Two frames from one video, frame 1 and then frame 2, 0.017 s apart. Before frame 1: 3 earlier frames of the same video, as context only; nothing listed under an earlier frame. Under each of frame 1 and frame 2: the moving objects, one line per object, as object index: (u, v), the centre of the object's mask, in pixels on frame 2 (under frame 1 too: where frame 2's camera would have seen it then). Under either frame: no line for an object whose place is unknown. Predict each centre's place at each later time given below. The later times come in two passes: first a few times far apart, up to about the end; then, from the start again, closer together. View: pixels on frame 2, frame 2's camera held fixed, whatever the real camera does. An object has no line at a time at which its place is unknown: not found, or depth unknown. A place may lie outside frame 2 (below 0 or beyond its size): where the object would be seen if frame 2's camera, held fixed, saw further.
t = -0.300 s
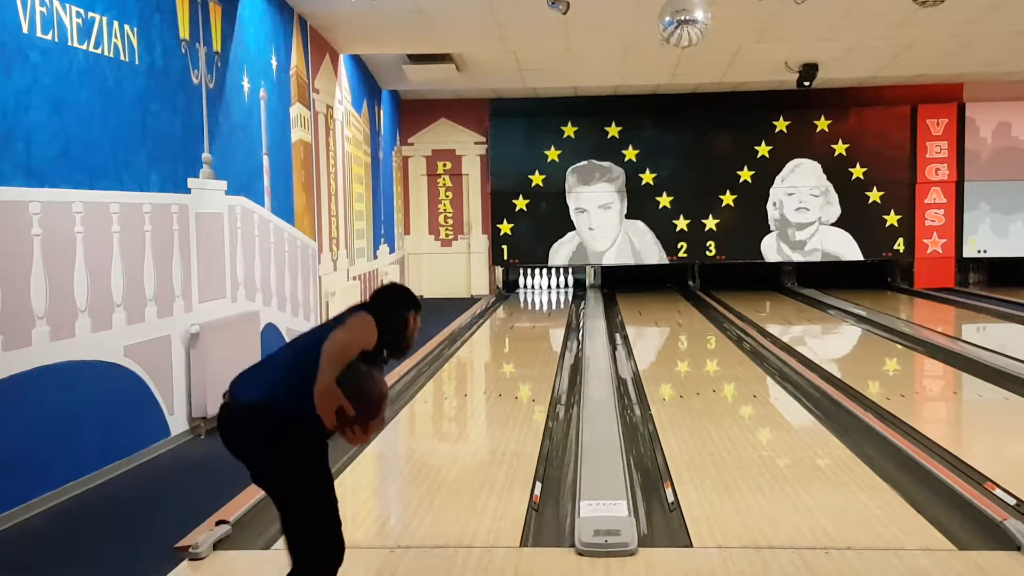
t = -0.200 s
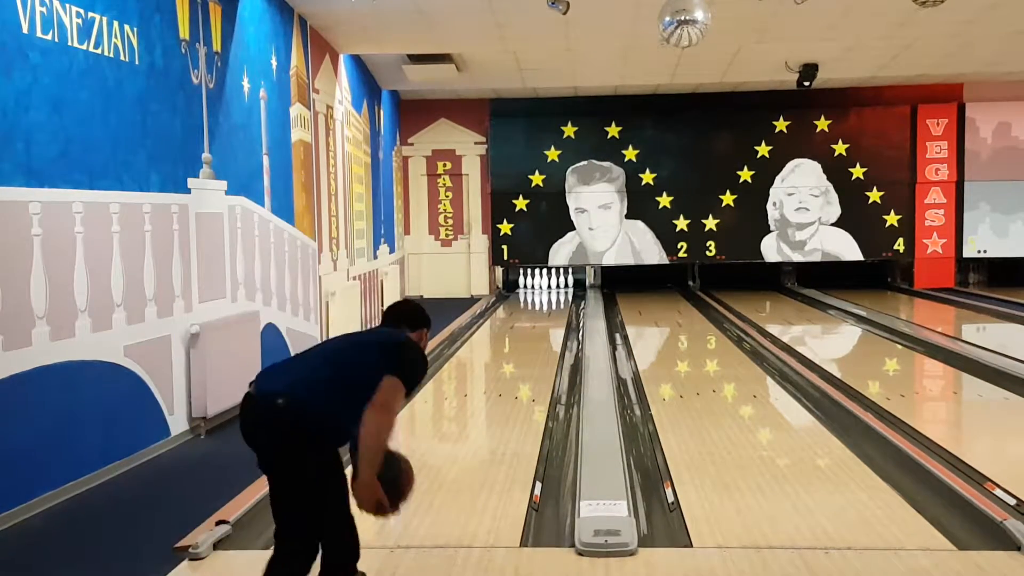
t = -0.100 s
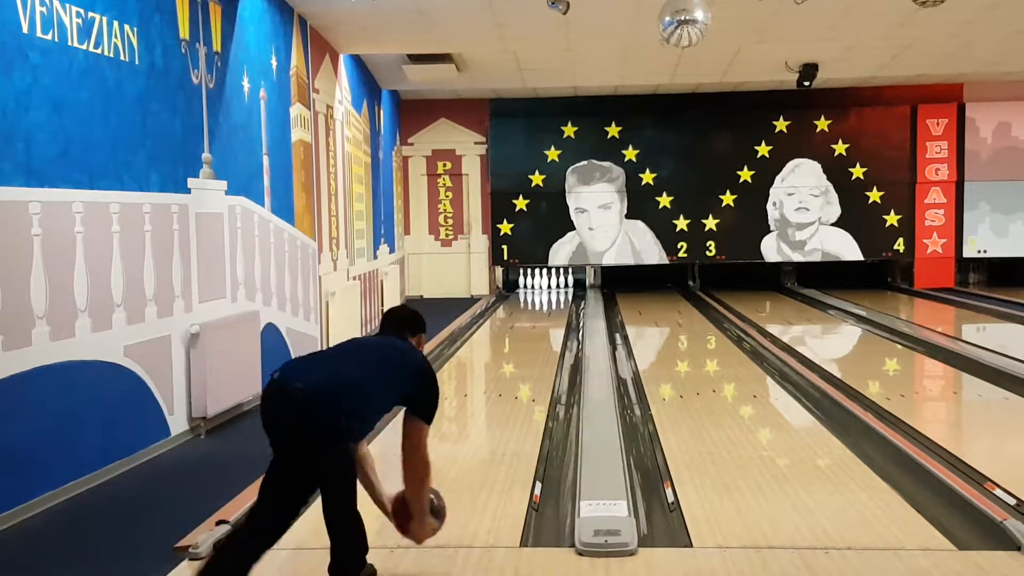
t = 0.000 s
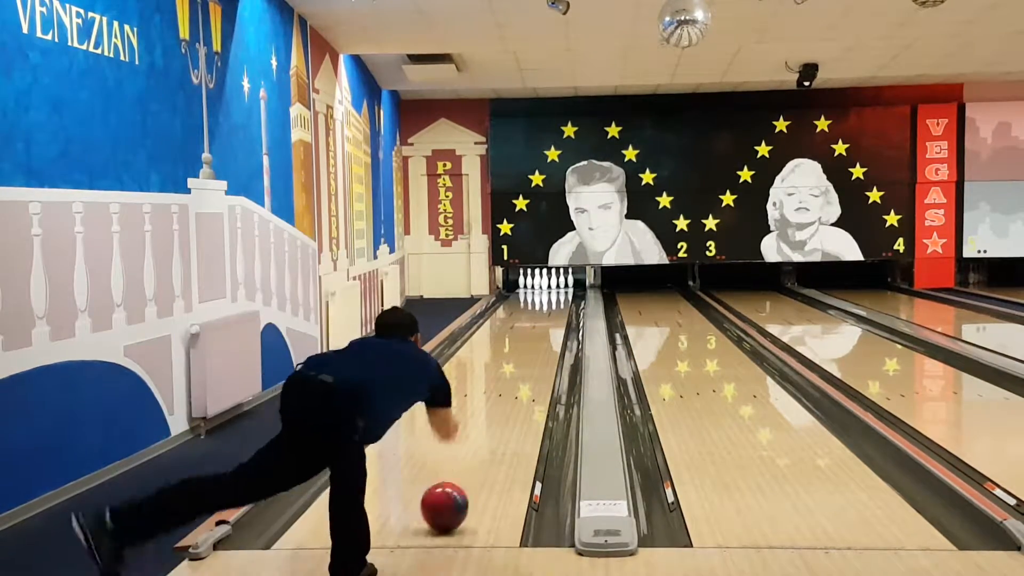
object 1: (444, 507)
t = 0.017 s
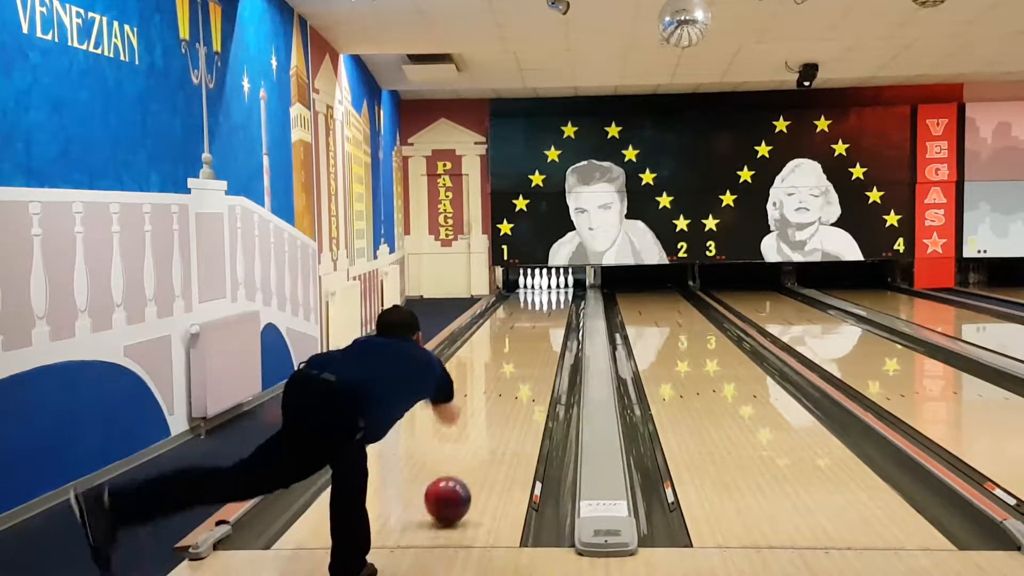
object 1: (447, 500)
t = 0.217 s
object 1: (478, 444)
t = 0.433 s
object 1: (500, 403)
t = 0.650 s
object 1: (516, 375)
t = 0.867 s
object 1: (525, 354)
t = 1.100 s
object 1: (532, 337)
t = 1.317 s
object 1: (538, 325)
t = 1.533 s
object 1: (543, 314)
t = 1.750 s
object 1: (546, 305)
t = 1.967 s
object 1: (548, 299)
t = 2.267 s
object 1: (548, 291)
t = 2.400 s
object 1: (546, 288)
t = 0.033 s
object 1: (451, 493)
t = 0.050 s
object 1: (454, 486)
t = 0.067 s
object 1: (456, 482)
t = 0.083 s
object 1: (459, 477)
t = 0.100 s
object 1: (462, 473)
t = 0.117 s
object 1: (465, 469)
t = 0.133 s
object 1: (467, 465)
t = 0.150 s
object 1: (470, 460)
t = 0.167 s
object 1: (472, 456)
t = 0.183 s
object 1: (474, 452)
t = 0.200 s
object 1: (476, 447)
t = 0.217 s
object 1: (478, 444)
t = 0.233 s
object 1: (480, 440)
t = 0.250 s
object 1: (482, 436)
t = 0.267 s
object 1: (484, 433)
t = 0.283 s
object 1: (486, 429)
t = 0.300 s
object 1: (488, 426)
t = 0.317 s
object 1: (489, 423)
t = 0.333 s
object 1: (491, 420)
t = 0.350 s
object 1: (493, 417)
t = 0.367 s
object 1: (494, 414)
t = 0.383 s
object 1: (496, 411)
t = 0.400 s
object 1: (497, 408)
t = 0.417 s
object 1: (498, 406)
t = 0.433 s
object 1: (500, 403)
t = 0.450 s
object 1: (501, 400)
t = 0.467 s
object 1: (502, 398)
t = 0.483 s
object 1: (504, 396)
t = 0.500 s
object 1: (505, 393)
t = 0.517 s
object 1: (506, 391)
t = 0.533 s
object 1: (507, 389)
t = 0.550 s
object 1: (508, 387)
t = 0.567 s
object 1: (508, 387)
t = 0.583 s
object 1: (508, 386)
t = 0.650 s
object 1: (516, 375)
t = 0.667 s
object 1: (515, 373)
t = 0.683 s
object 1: (516, 371)
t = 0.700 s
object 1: (517, 369)
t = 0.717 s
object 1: (518, 368)
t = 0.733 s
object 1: (519, 366)
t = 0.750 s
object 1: (519, 364)
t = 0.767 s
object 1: (520, 363)
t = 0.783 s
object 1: (521, 361)
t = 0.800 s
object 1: (522, 360)
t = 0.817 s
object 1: (523, 358)
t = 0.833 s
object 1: (523, 357)
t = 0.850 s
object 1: (524, 355)
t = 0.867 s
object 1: (525, 354)
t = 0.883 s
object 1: (526, 352)
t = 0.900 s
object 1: (526, 351)
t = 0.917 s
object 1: (527, 350)
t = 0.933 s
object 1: (527, 348)
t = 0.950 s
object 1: (528, 347)
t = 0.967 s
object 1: (529, 346)
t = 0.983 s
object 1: (529, 345)
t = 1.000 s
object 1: (530, 344)
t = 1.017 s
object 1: (530, 342)
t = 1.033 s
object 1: (531, 341)
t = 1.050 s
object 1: (531, 340)
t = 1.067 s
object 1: (532, 339)
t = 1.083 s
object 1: (532, 338)
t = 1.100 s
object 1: (532, 337)
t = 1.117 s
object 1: (533, 336)
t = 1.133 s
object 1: (533, 335)
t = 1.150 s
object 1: (534, 334)
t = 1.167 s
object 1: (535, 333)
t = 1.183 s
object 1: (535, 332)
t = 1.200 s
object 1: (535, 331)
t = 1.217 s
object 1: (536, 330)
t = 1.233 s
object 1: (536, 329)
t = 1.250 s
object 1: (536, 328)
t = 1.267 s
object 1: (537, 327)
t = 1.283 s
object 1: (537, 326)
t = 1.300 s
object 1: (538, 325)
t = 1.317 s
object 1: (538, 325)
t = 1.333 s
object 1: (539, 324)
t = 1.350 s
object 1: (539, 323)
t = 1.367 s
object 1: (539, 322)
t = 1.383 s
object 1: (540, 321)
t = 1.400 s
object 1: (541, 320)
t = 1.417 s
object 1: (541, 319)
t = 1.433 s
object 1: (541, 319)
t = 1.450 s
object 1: (541, 318)
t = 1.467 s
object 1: (542, 317)
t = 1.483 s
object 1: (542, 316)
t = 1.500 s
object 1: (542, 316)
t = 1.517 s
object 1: (543, 315)
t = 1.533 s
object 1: (543, 314)
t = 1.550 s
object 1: (543, 313)
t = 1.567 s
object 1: (544, 312)
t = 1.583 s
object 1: (544, 312)
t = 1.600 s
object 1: (544, 311)
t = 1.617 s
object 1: (544, 311)
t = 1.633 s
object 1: (544, 310)
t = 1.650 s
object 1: (545, 310)
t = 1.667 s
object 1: (545, 309)
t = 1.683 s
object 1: (545, 308)
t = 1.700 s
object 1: (545, 308)
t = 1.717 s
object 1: (546, 307)
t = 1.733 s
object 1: (546, 306)
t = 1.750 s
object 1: (546, 305)
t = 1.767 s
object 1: (546, 305)
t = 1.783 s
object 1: (546, 304)
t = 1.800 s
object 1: (546, 304)
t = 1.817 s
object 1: (547, 304)
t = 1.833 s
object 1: (547, 303)
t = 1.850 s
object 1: (547, 302)
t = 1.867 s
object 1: (548, 302)
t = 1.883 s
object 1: (547, 301)
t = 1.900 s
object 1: (547, 301)
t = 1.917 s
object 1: (548, 300)
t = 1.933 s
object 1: (548, 299)
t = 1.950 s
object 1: (548, 299)
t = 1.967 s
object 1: (548, 299)
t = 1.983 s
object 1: (548, 298)
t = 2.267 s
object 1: (548, 291)
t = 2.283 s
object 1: (547, 291)
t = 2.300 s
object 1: (547, 290)
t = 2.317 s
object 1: (547, 290)
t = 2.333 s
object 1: (547, 289)
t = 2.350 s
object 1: (546, 289)
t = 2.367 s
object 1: (546, 288)
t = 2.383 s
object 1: (546, 288)
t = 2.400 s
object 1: (546, 288)
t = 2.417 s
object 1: (545, 287)
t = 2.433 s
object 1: (546, 287)
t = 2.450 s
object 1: (545, 287)
